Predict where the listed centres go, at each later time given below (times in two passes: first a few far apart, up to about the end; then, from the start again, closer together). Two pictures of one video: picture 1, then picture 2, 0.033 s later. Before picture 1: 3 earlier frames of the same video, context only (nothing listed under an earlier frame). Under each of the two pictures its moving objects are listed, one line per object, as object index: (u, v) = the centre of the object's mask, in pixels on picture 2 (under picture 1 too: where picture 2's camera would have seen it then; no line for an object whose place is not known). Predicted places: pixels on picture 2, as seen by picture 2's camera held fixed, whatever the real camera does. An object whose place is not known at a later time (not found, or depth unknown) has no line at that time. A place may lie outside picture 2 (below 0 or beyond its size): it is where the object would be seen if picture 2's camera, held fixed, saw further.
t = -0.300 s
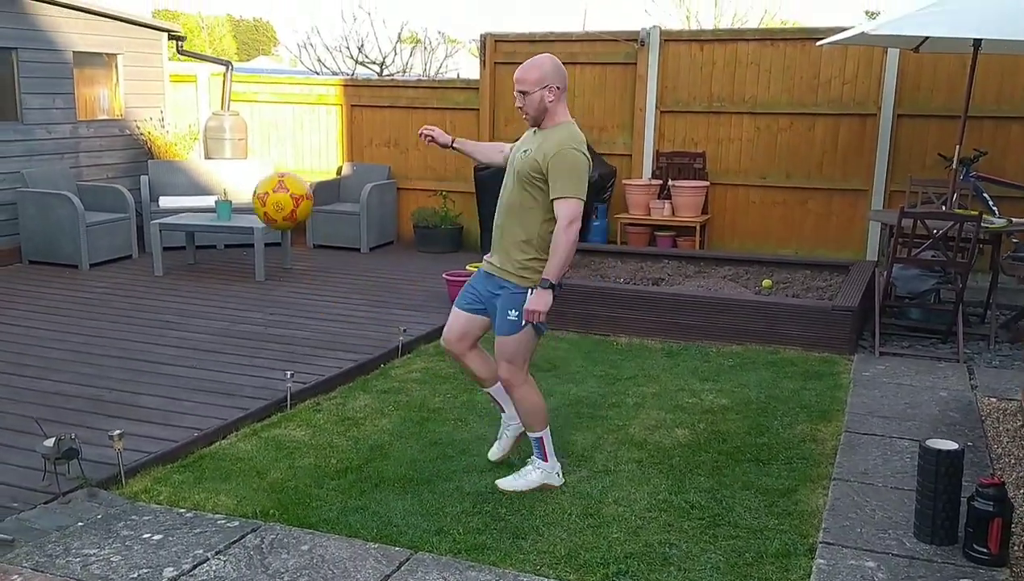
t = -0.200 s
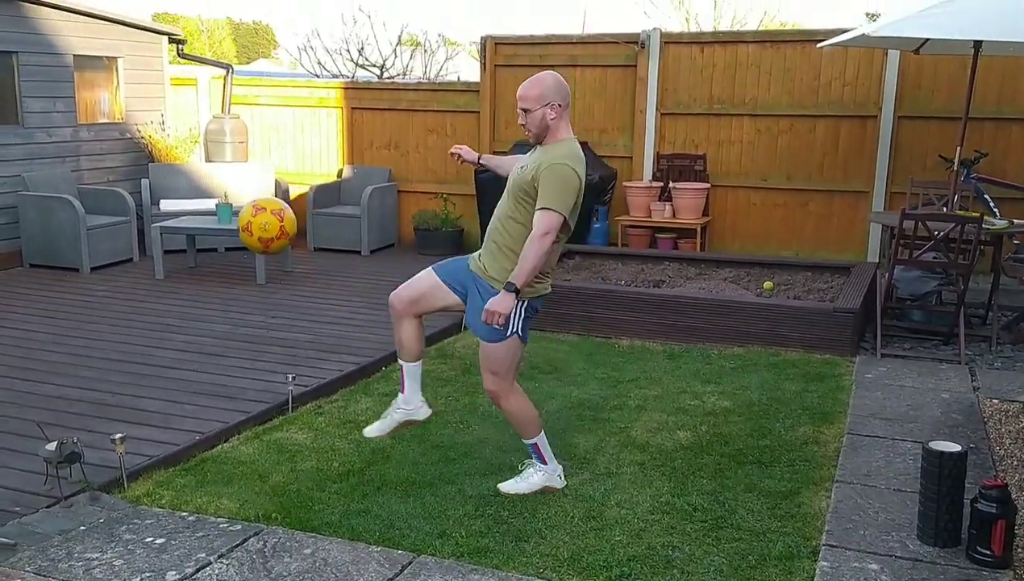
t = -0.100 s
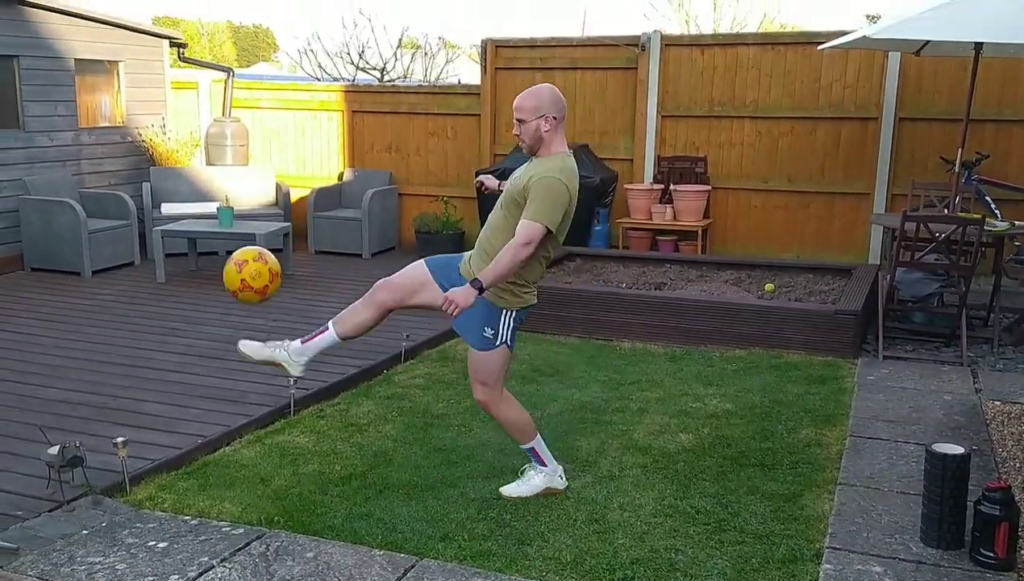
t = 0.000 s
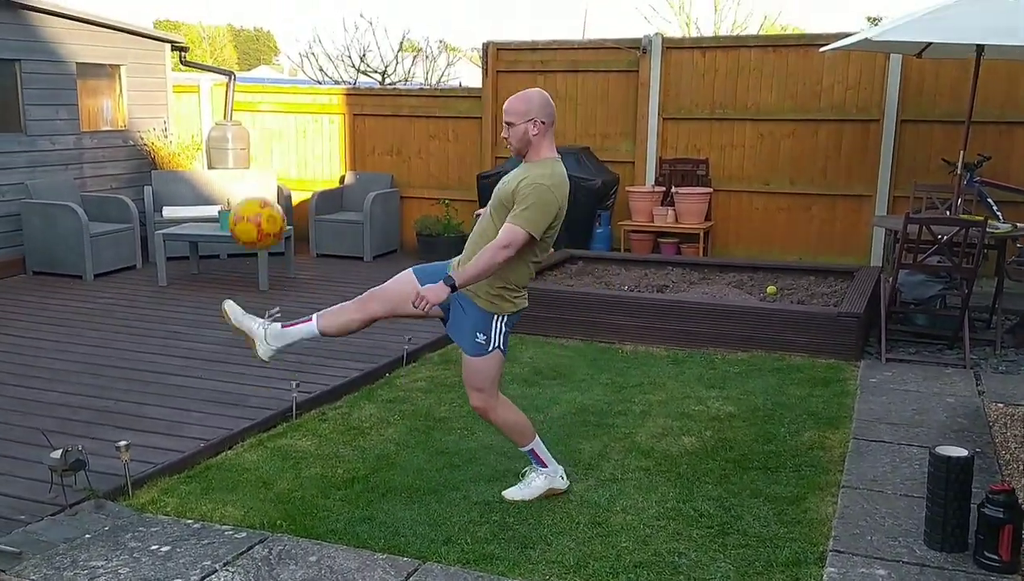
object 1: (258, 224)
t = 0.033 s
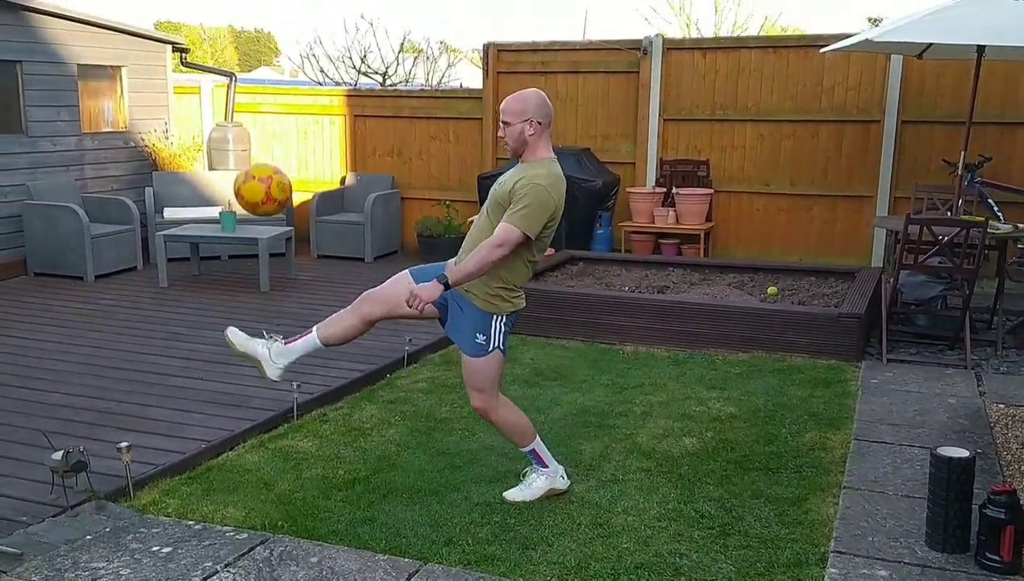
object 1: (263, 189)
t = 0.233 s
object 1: (294, 32)
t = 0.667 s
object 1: (373, 35)
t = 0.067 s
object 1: (267, 156)
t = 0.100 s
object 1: (273, 127)
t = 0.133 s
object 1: (278, 100)
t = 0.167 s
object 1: (283, 74)
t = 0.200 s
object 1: (288, 51)
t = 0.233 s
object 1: (294, 32)
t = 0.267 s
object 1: (300, 16)
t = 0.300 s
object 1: (306, 8)
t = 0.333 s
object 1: (312, 2)
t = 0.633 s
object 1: (367, 19)
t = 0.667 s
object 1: (373, 35)
